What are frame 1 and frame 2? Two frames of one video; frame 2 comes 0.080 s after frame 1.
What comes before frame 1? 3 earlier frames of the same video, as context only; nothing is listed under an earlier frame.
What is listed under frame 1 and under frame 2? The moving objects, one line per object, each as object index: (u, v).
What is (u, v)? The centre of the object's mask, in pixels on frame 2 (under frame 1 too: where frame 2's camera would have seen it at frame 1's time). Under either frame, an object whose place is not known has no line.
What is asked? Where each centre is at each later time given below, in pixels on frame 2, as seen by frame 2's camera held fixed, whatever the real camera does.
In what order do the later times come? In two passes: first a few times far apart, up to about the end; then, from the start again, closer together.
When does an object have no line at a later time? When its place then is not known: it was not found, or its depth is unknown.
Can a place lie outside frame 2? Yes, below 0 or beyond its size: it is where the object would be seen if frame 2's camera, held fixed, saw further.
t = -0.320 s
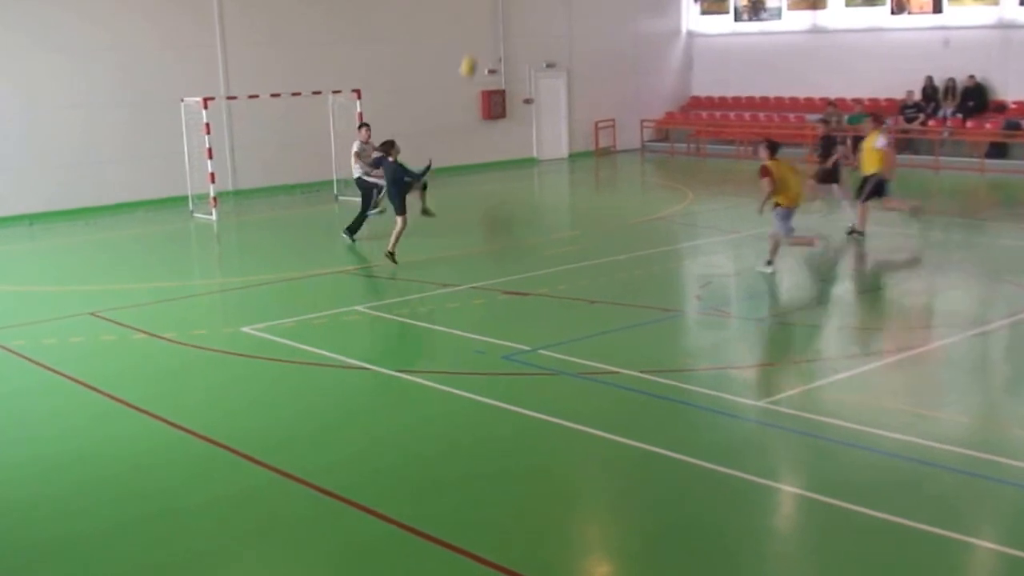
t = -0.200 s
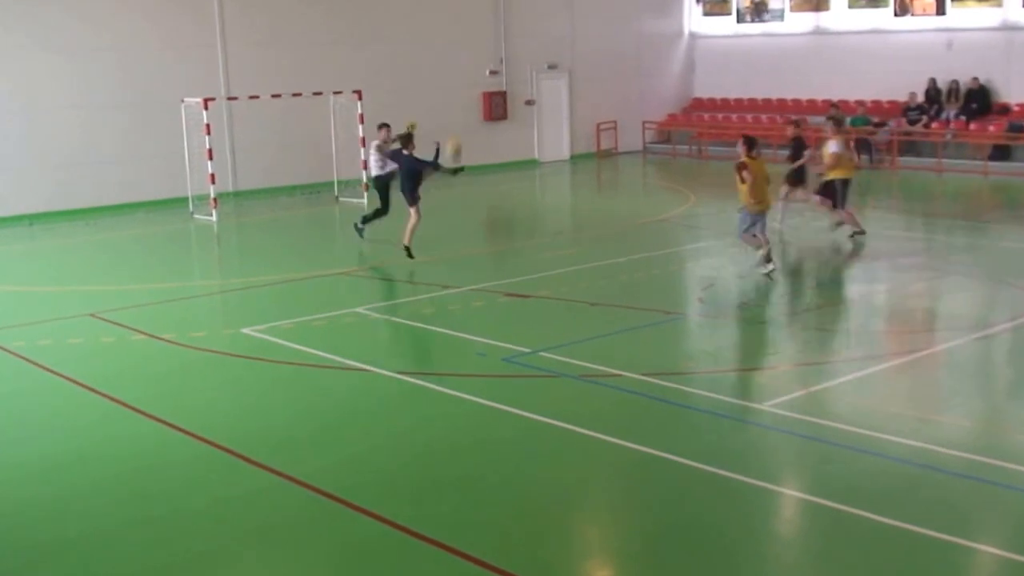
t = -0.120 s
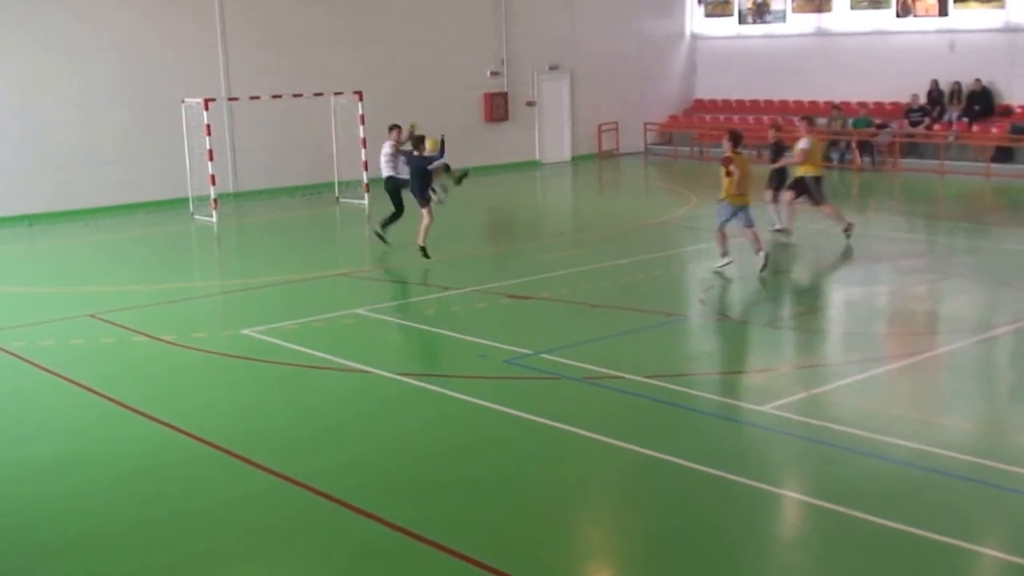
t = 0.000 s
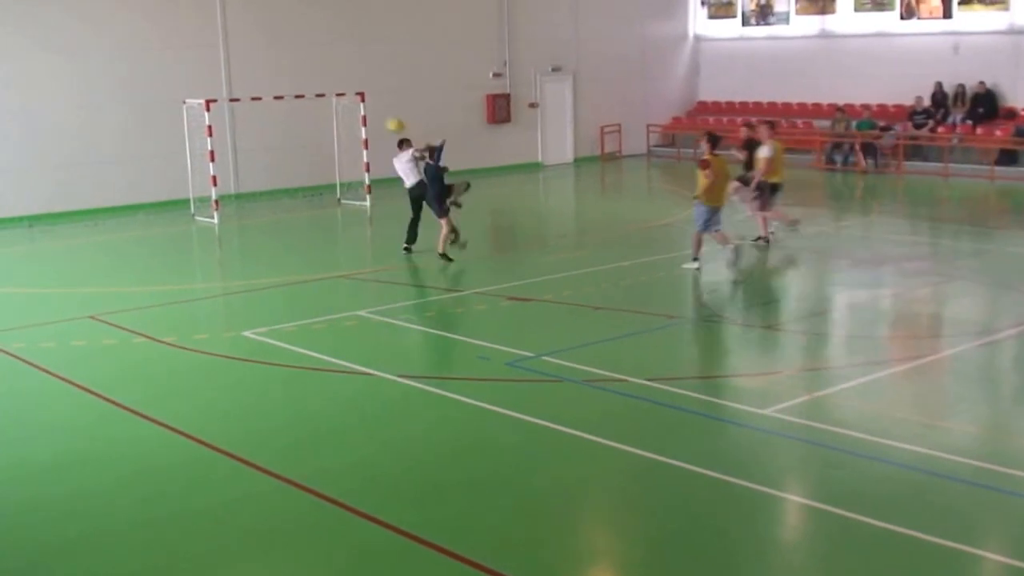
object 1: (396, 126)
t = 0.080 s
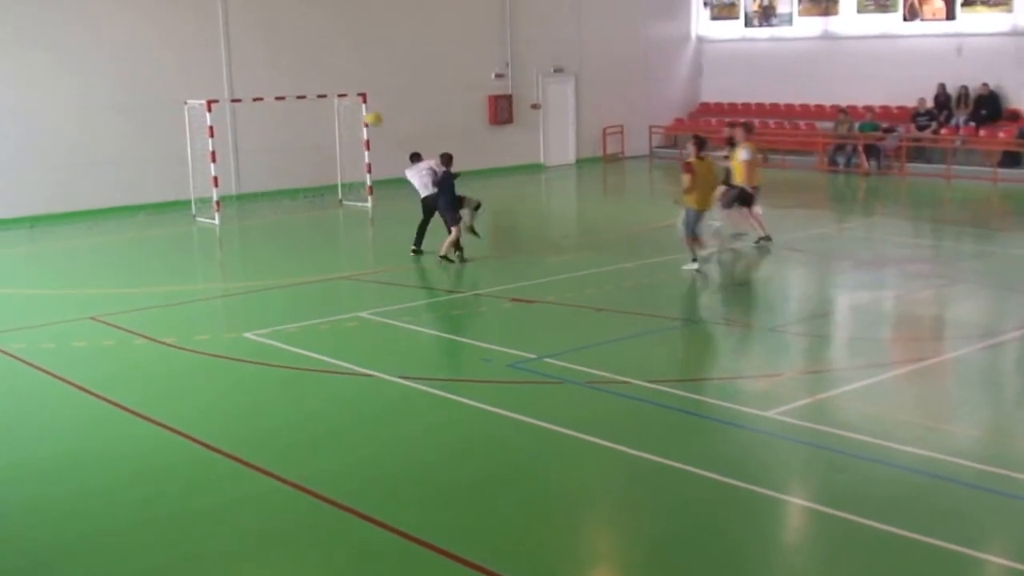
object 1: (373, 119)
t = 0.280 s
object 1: (318, 118)
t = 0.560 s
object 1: (253, 163)
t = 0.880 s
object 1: (191, 202)
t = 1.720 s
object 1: (60, 197)
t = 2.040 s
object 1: (59, 210)
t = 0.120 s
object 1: (362, 117)
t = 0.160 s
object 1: (349, 114)
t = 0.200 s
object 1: (339, 114)
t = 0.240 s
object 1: (328, 116)
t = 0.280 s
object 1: (318, 118)
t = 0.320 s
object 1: (309, 120)
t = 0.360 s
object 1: (299, 125)
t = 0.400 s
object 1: (289, 131)
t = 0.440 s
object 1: (279, 138)
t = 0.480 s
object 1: (271, 146)
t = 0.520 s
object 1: (262, 154)
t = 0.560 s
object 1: (253, 163)
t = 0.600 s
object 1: (246, 174)
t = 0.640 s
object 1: (239, 186)
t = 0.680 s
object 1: (230, 198)
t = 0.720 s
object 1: (224, 210)
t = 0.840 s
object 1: (199, 211)
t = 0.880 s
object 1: (191, 202)
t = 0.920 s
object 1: (183, 192)
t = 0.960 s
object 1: (174, 184)
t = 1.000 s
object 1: (167, 175)
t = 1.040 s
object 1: (159, 169)
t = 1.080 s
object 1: (151, 164)
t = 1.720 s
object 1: (60, 197)
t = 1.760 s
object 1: (58, 201)
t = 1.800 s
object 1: (59, 206)
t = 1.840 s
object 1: (59, 211)
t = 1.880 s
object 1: (59, 216)
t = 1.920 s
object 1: (58, 218)
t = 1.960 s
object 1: (59, 215)
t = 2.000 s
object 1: (60, 212)
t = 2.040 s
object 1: (59, 210)
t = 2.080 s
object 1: (60, 209)
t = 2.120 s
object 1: (60, 209)
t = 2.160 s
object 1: (61, 210)
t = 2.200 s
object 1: (63, 210)
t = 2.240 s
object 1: (64, 212)
